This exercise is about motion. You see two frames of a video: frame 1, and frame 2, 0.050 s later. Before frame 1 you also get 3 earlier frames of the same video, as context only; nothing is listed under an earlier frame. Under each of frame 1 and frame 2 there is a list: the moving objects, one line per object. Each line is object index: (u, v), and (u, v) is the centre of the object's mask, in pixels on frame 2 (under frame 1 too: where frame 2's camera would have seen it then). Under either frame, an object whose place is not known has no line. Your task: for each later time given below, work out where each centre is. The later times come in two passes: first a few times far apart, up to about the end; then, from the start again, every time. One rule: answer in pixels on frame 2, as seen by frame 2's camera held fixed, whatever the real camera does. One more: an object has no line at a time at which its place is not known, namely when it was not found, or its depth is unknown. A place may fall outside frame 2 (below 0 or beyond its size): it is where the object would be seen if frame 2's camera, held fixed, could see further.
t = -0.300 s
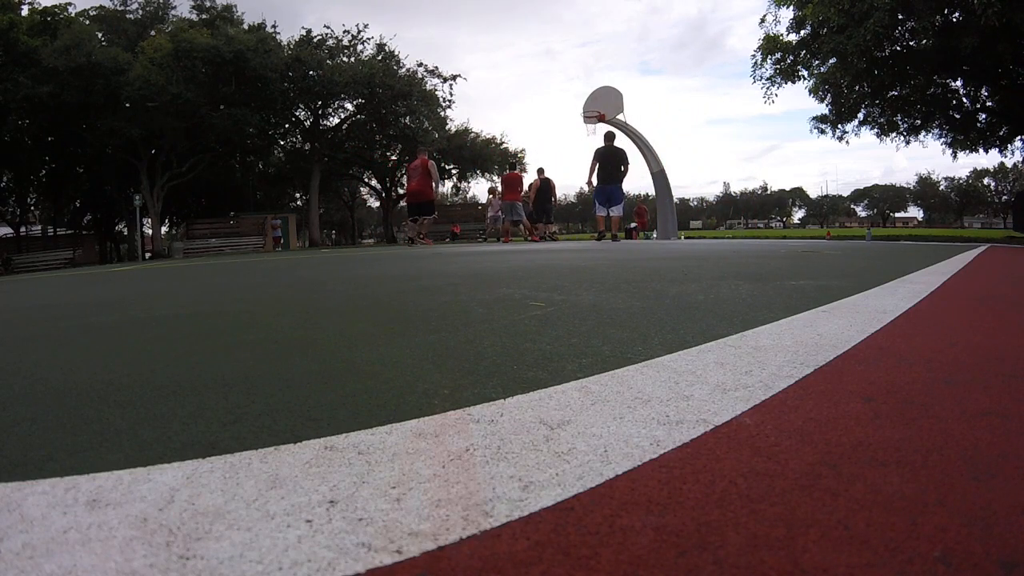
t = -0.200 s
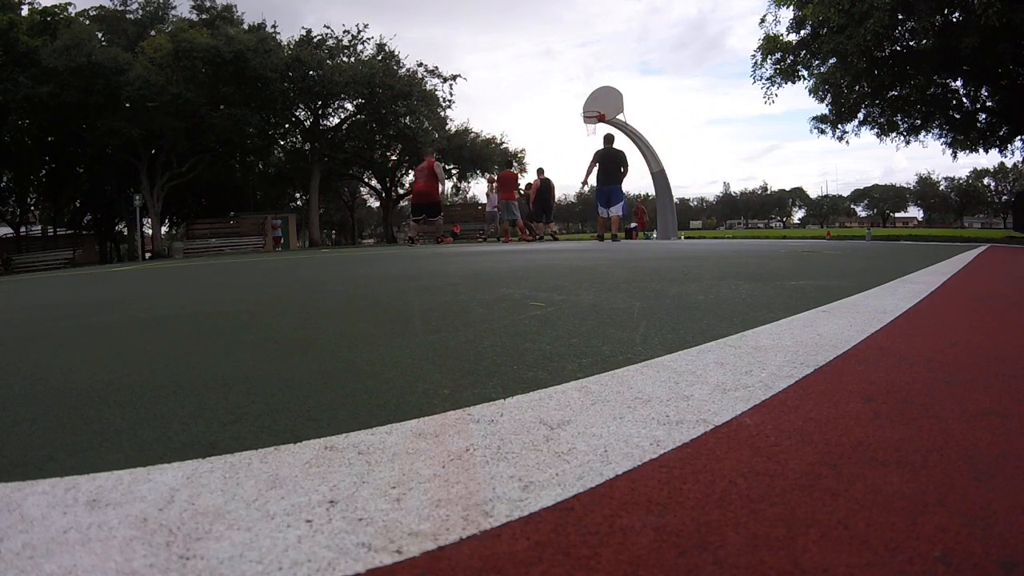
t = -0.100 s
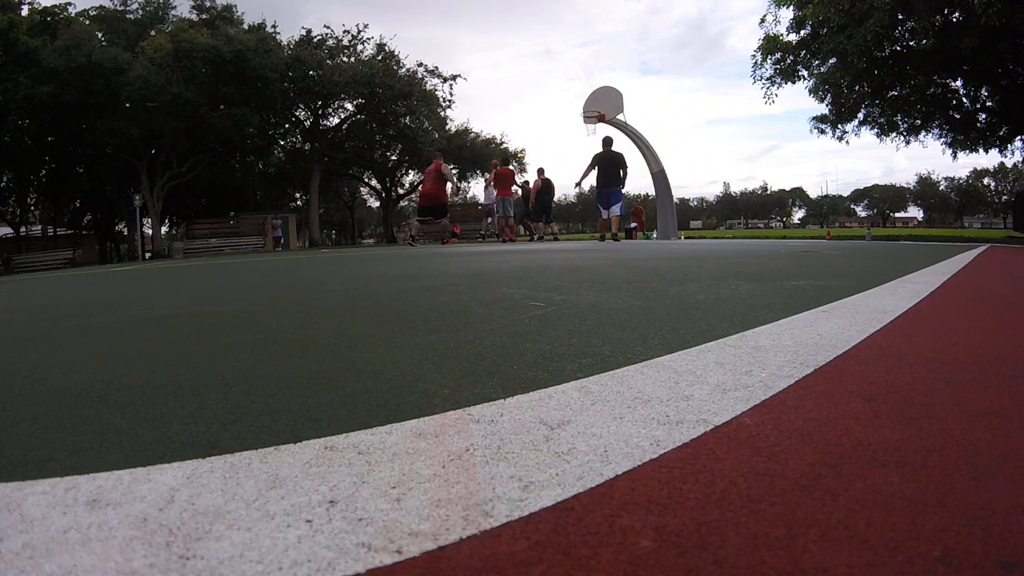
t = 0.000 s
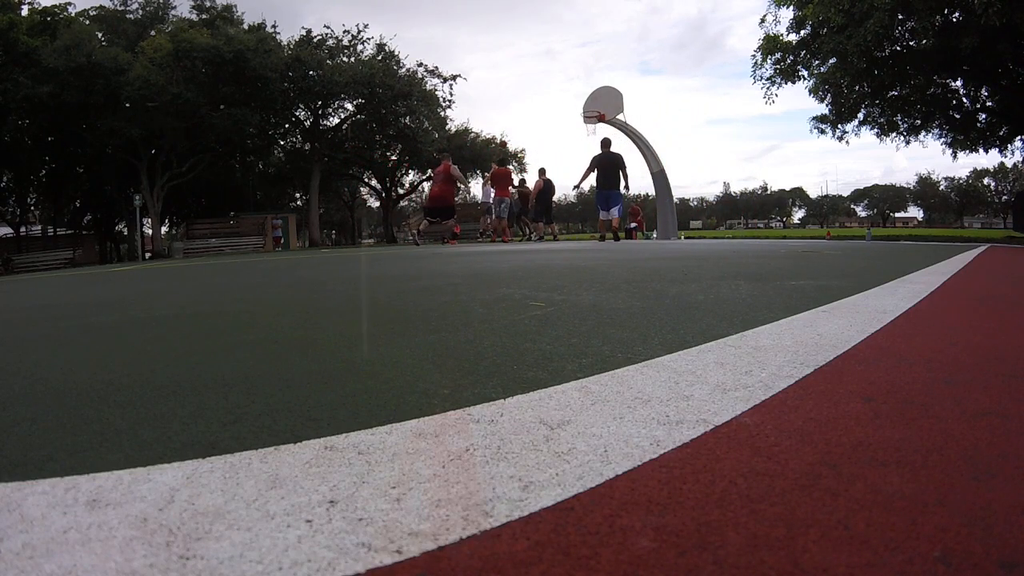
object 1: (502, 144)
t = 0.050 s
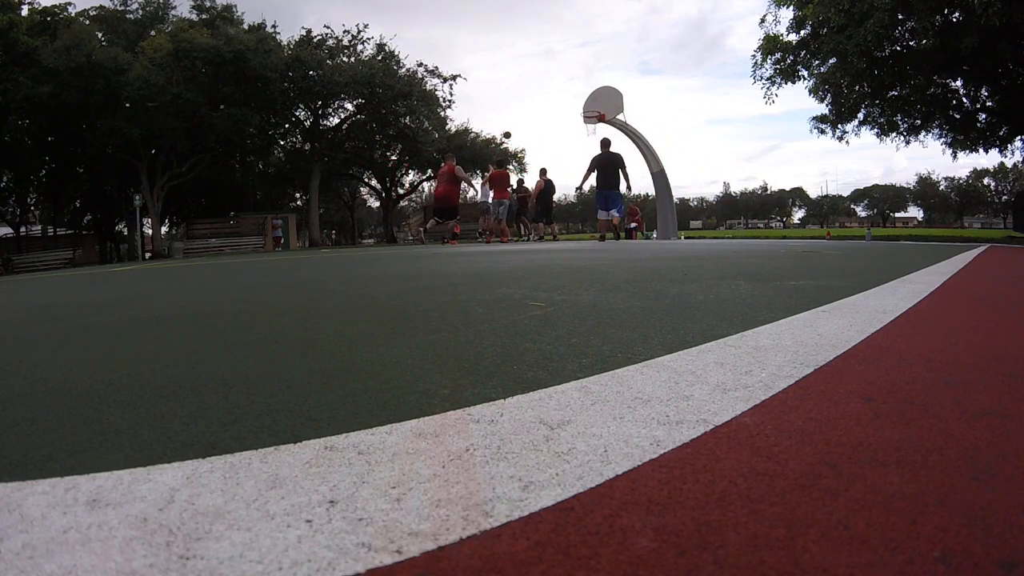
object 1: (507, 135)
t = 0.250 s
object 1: (524, 106)
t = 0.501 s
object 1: (550, 90)
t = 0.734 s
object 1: (577, 94)
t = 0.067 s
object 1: (508, 132)
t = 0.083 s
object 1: (510, 129)
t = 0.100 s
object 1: (511, 127)
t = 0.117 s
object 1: (513, 124)
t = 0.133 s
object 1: (514, 121)
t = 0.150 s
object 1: (516, 119)
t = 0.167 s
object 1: (517, 117)
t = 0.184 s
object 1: (519, 115)
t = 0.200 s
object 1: (520, 112)
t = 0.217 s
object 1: (522, 110)
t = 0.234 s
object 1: (524, 108)
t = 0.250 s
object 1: (524, 106)
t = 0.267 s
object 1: (527, 105)
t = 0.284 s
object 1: (528, 103)
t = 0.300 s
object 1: (530, 102)
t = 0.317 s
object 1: (531, 100)
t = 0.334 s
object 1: (533, 99)
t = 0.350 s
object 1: (535, 97)
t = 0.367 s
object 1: (537, 96)
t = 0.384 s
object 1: (538, 95)
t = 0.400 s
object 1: (540, 94)
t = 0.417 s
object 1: (542, 93)
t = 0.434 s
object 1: (543, 92)
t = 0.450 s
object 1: (545, 91)
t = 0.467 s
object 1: (547, 91)
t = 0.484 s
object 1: (549, 90)
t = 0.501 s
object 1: (550, 90)
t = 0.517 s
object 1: (552, 89)
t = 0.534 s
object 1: (554, 89)
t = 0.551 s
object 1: (556, 89)
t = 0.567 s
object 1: (558, 89)
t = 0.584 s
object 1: (559, 89)
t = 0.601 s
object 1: (561, 89)
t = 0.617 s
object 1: (563, 89)
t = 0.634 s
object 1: (565, 90)
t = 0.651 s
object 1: (567, 90)
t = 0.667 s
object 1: (569, 90)
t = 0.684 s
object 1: (571, 91)
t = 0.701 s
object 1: (573, 92)
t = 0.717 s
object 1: (575, 93)
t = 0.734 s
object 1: (577, 94)
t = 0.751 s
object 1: (579, 95)
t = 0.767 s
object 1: (581, 96)
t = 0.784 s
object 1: (583, 98)
